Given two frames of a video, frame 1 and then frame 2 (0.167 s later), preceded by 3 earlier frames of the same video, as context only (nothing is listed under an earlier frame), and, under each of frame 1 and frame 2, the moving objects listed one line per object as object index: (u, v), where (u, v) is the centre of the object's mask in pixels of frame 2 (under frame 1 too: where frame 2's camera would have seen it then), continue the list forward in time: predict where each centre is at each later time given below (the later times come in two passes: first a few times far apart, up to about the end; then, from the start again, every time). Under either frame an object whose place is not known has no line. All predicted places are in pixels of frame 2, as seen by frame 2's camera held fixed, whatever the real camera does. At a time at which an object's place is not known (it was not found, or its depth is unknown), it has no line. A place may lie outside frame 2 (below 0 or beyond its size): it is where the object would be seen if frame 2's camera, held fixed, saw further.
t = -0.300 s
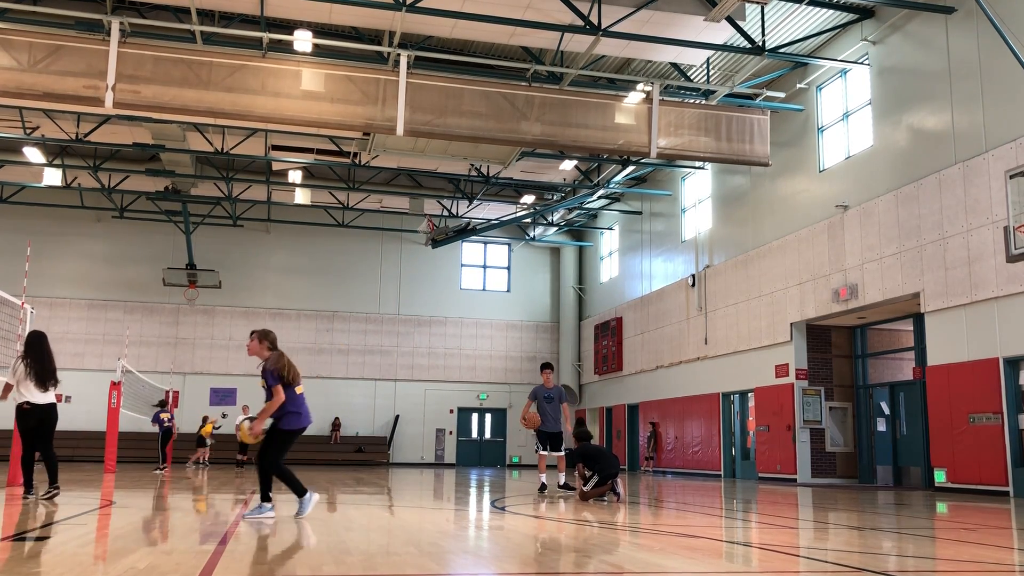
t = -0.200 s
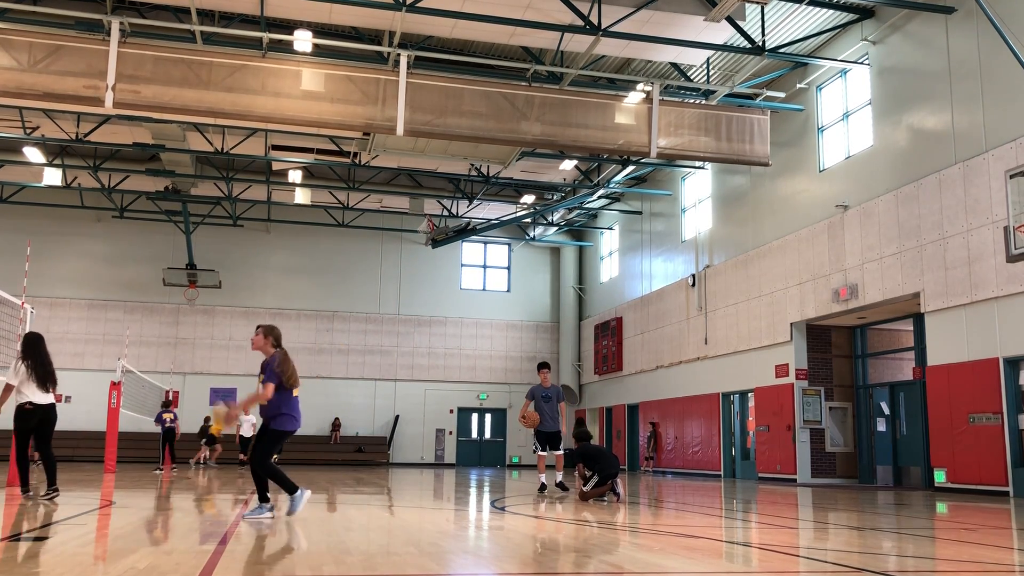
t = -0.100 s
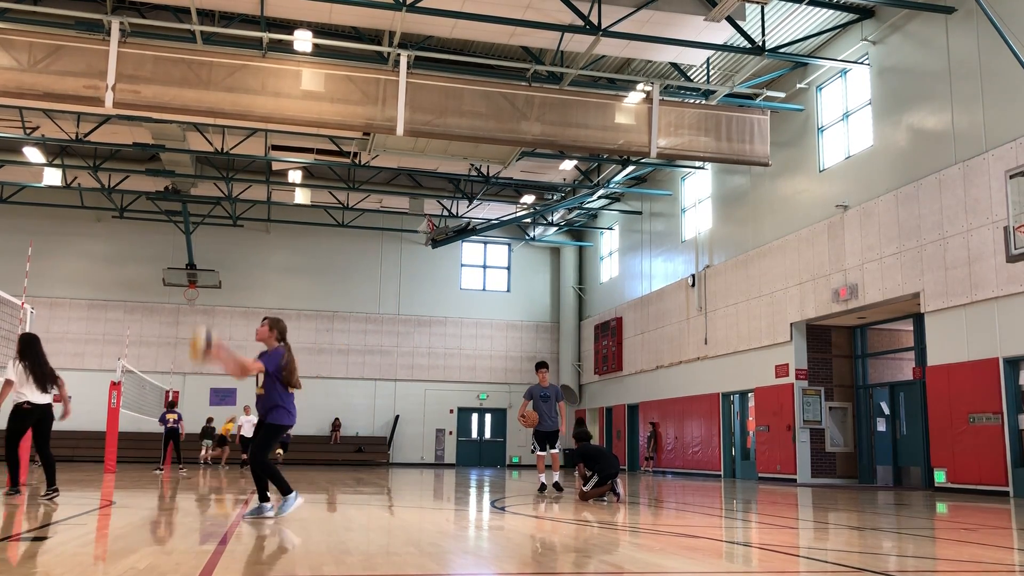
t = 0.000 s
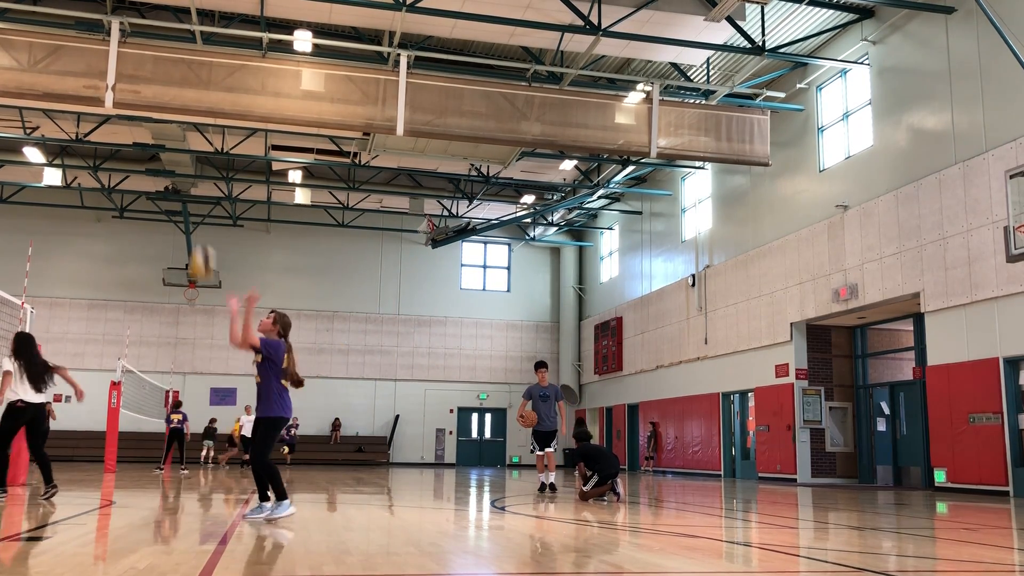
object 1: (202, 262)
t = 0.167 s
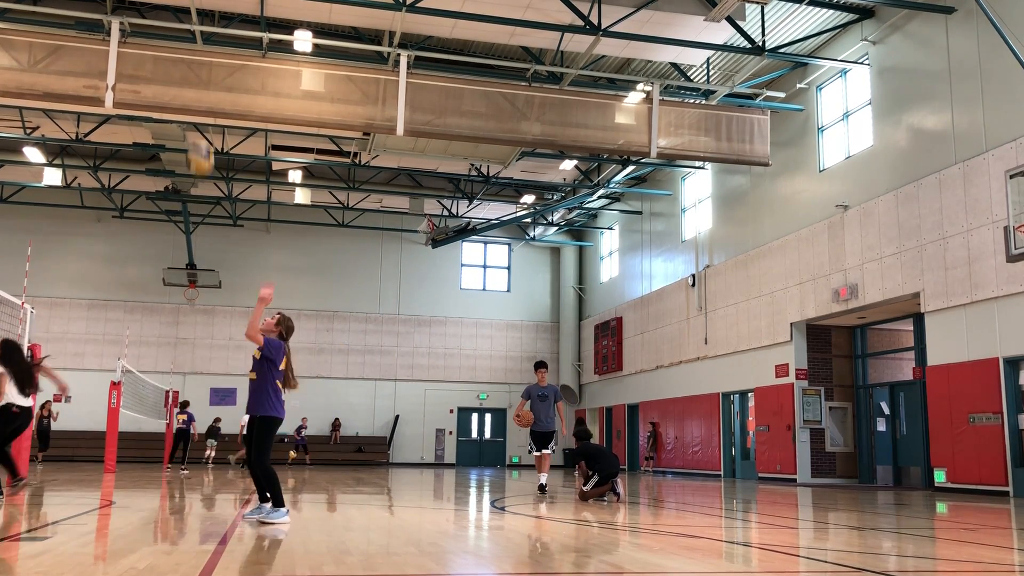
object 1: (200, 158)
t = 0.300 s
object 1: (196, 100)
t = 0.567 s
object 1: (183, 47)
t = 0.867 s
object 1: (159, 91)
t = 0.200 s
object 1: (199, 140)
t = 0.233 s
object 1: (198, 127)
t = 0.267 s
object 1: (197, 112)
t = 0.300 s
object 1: (196, 100)
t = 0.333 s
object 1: (194, 88)
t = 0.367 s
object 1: (193, 78)
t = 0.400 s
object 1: (192, 70)
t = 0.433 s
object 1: (190, 63)
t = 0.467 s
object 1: (188, 56)
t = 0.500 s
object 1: (187, 52)
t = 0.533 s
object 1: (185, 49)
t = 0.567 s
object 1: (183, 47)
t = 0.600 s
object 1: (180, 46)
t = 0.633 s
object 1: (178, 47)
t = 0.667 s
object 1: (176, 49)
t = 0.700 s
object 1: (173, 53)
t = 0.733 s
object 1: (170, 58)
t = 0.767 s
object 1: (168, 64)
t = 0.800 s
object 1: (165, 71)
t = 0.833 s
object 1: (162, 80)
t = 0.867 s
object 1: (159, 91)
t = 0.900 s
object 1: (157, 102)
